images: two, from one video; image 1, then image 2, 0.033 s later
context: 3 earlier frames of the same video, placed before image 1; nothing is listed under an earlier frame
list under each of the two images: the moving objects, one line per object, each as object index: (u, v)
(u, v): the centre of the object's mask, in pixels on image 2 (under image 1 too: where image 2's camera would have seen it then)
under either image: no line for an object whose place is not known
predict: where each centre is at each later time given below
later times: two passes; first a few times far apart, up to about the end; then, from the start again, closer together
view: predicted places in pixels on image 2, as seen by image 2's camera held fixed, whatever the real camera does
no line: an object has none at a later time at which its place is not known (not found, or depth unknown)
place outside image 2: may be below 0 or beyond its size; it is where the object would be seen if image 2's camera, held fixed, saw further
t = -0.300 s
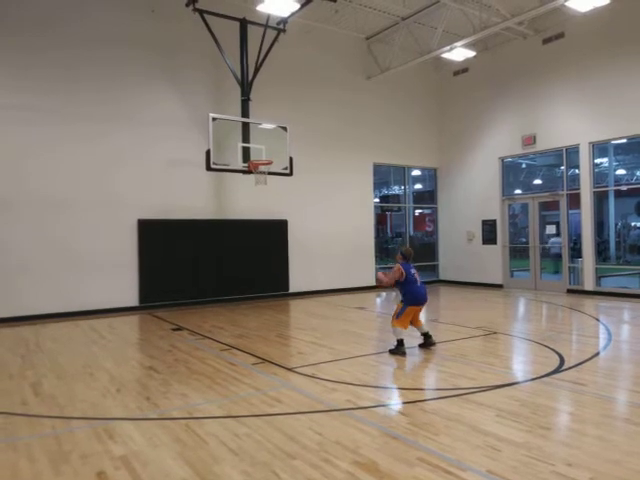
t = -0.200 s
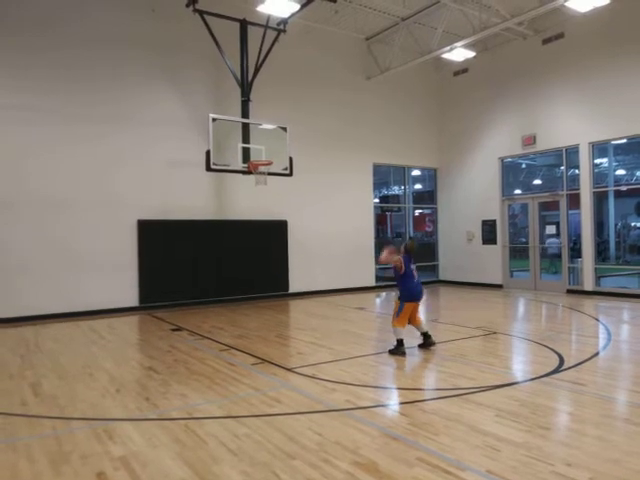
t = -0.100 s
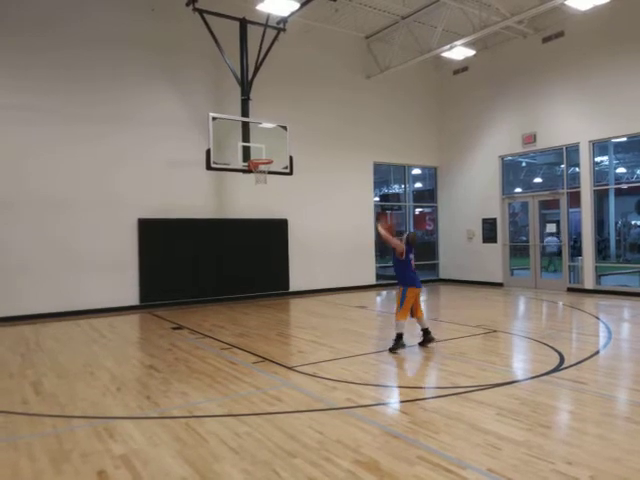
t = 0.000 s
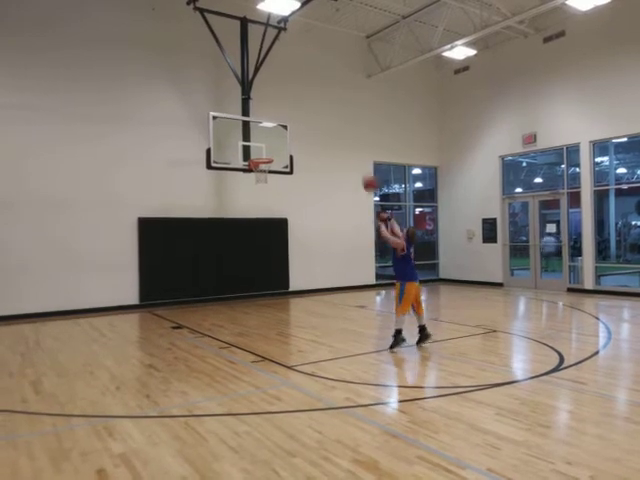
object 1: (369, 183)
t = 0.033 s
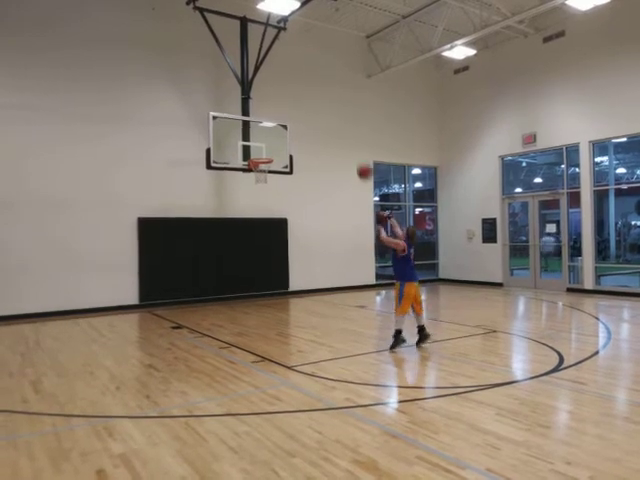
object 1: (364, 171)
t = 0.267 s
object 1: (332, 115)
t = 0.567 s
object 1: (298, 101)
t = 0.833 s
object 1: (274, 129)
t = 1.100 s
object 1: (257, 173)
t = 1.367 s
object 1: (253, 206)
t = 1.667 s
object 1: (249, 285)
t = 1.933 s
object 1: (249, 259)
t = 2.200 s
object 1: (249, 224)
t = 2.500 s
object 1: (251, 227)
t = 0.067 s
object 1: (359, 160)
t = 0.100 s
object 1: (354, 151)
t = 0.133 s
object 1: (350, 142)
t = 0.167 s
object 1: (345, 134)
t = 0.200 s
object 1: (341, 127)
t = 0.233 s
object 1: (336, 121)
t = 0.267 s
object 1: (332, 115)
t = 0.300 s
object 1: (328, 111)
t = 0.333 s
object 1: (324, 107)
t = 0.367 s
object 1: (320, 104)
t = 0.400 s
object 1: (316, 102)
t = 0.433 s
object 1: (312, 100)
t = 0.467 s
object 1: (309, 99)
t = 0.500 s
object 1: (305, 99)
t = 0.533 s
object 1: (302, 100)
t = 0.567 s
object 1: (298, 101)
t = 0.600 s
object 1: (295, 103)
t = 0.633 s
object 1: (292, 105)
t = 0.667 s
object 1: (289, 108)
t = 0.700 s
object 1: (286, 111)
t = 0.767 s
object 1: (280, 119)
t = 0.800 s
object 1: (278, 124)
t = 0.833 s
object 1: (274, 129)
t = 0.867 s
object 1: (272, 133)
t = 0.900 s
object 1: (269, 140)
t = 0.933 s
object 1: (267, 147)
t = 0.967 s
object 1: (264, 153)
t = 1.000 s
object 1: (263, 161)
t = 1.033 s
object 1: (260, 168)
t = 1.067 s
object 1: (259, 171)
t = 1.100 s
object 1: (257, 173)
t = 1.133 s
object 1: (257, 175)
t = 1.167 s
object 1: (257, 178)
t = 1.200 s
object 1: (256, 181)
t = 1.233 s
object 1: (255, 185)
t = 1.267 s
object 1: (255, 189)
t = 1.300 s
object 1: (255, 194)
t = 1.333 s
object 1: (254, 200)
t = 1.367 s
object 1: (253, 206)
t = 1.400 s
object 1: (253, 212)
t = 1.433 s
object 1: (252, 220)
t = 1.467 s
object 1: (252, 227)
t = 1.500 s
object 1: (252, 236)
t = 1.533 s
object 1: (252, 245)
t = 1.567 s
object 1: (251, 253)
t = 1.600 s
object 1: (251, 264)
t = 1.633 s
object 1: (250, 275)
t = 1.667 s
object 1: (249, 285)
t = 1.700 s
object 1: (250, 297)
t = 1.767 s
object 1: (249, 294)
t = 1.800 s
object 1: (249, 287)
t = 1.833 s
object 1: (249, 280)
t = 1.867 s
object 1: (249, 272)
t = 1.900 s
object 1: (249, 265)
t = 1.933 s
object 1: (249, 259)
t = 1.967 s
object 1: (249, 252)
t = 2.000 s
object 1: (249, 246)
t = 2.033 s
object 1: (248, 241)
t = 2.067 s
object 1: (249, 237)
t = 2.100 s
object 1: (249, 232)
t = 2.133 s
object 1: (249, 229)
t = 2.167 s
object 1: (249, 227)
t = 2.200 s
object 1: (249, 224)
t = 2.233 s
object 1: (249, 224)
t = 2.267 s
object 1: (249, 221)
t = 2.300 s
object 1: (249, 220)
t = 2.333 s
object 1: (249, 220)
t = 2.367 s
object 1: (249, 220)
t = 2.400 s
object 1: (249, 221)
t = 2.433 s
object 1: (249, 222)
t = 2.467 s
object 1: (250, 225)
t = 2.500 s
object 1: (251, 227)
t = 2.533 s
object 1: (250, 229)
